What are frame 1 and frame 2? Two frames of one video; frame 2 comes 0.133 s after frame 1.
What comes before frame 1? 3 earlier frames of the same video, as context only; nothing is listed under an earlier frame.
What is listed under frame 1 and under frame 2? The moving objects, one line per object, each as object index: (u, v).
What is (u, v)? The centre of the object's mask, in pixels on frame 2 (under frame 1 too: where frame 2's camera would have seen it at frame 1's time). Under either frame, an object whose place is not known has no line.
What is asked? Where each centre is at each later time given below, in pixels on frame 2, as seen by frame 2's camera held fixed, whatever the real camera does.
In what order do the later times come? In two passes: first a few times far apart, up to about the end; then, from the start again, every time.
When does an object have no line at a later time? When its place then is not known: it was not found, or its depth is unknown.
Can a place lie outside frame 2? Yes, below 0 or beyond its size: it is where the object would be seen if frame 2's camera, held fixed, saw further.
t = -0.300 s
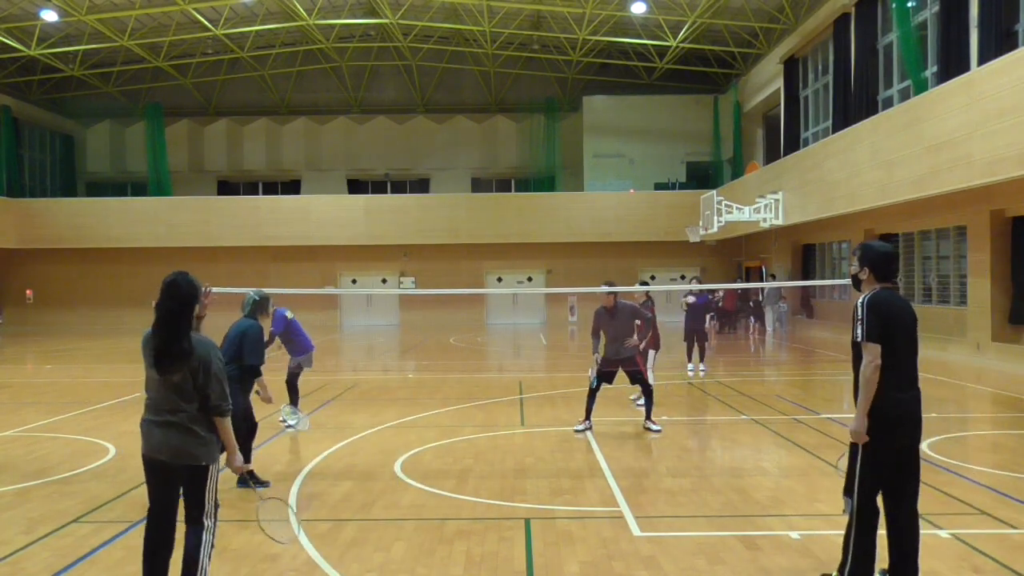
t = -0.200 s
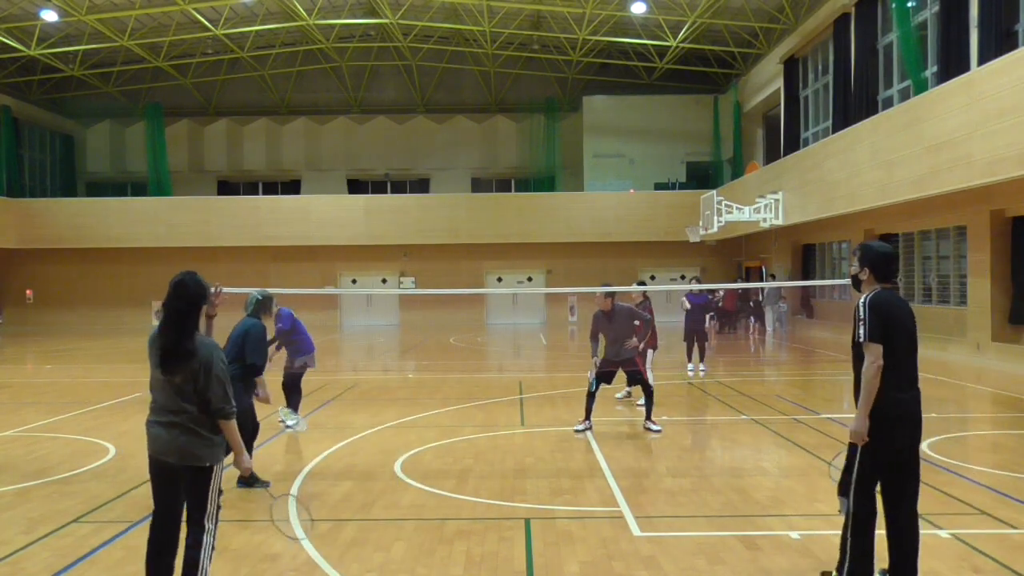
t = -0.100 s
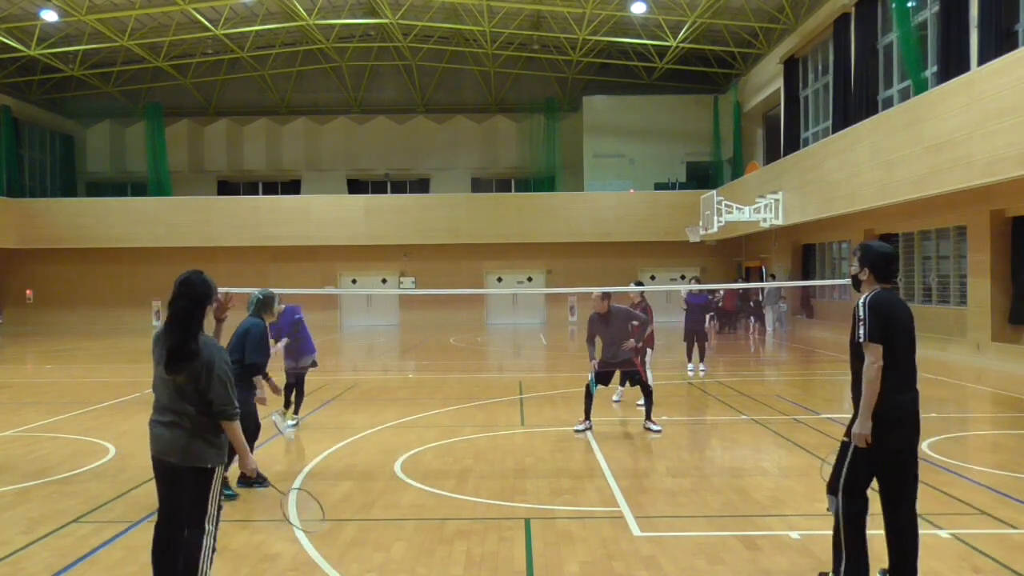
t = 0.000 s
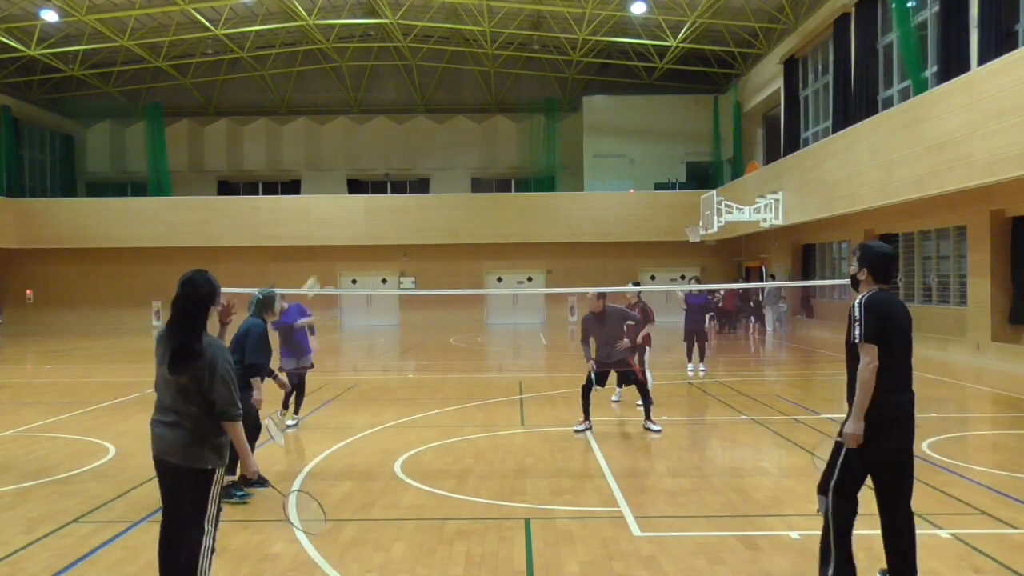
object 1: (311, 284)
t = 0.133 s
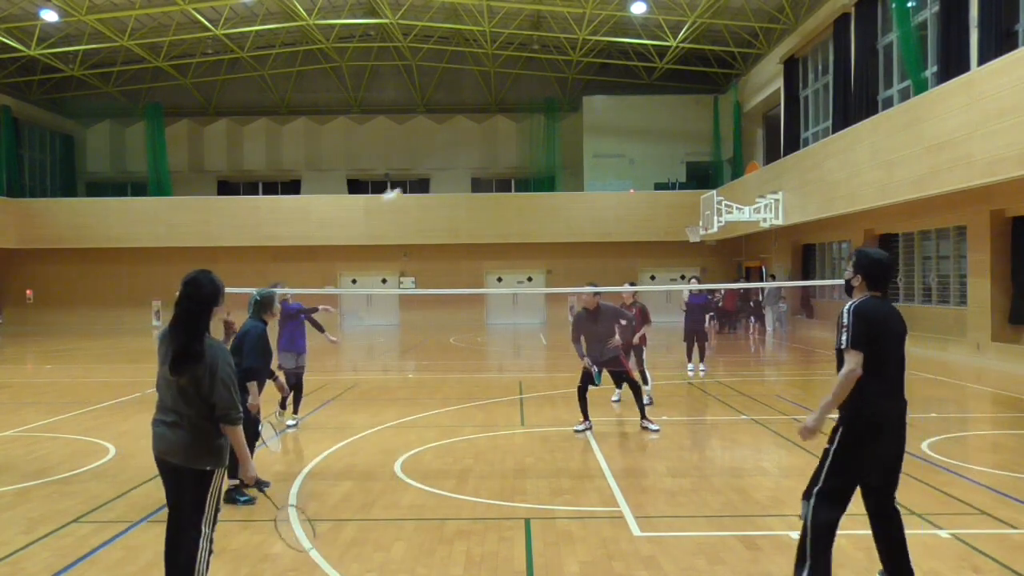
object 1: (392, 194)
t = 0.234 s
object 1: (449, 149)
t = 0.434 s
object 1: (546, 96)
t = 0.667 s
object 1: (660, 107)
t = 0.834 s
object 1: (735, 166)
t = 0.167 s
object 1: (411, 178)
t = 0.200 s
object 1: (431, 163)
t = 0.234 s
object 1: (449, 149)
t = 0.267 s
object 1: (466, 136)
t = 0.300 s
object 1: (483, 125)
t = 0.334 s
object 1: (499, 116)
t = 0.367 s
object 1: (514, 108)
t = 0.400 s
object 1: (530, 101)
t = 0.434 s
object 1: (546, 96)
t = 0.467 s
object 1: (563, 93)
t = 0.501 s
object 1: (579, 91)
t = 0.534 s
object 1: (595, 91)
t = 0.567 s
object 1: (611, 92)
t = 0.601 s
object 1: (627, 96)
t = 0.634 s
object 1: (643, 101)
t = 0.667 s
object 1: (660, 107)
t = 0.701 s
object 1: (676, 115)
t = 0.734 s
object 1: (692, 126)
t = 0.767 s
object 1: (707, 137)
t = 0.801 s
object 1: (721, 151)
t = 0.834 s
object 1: (735, 166)
